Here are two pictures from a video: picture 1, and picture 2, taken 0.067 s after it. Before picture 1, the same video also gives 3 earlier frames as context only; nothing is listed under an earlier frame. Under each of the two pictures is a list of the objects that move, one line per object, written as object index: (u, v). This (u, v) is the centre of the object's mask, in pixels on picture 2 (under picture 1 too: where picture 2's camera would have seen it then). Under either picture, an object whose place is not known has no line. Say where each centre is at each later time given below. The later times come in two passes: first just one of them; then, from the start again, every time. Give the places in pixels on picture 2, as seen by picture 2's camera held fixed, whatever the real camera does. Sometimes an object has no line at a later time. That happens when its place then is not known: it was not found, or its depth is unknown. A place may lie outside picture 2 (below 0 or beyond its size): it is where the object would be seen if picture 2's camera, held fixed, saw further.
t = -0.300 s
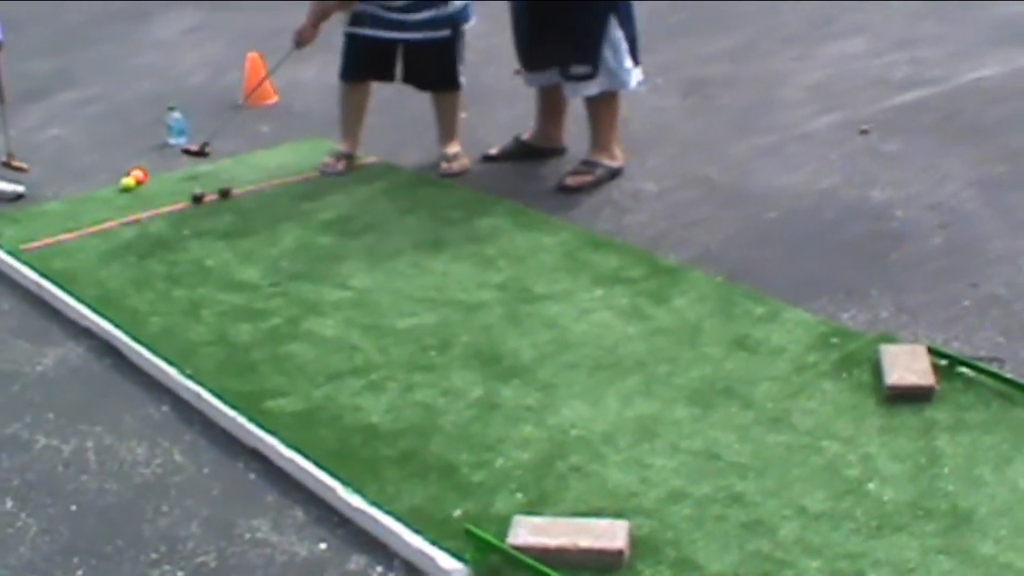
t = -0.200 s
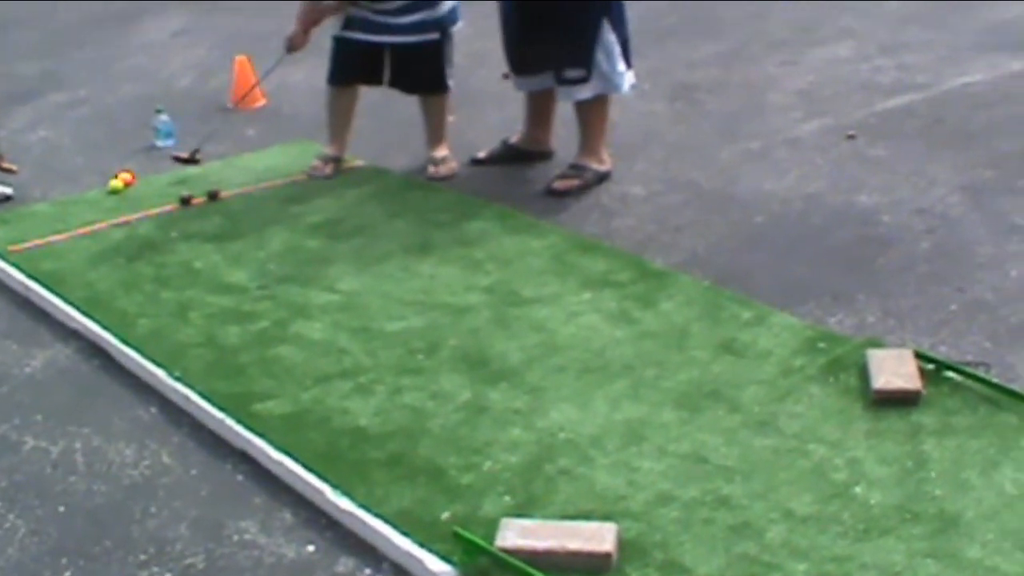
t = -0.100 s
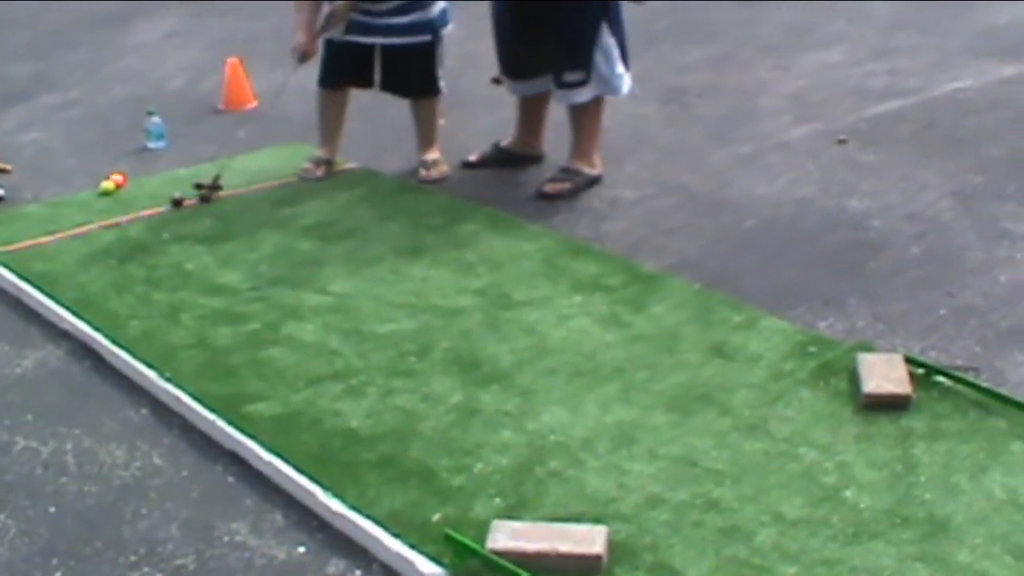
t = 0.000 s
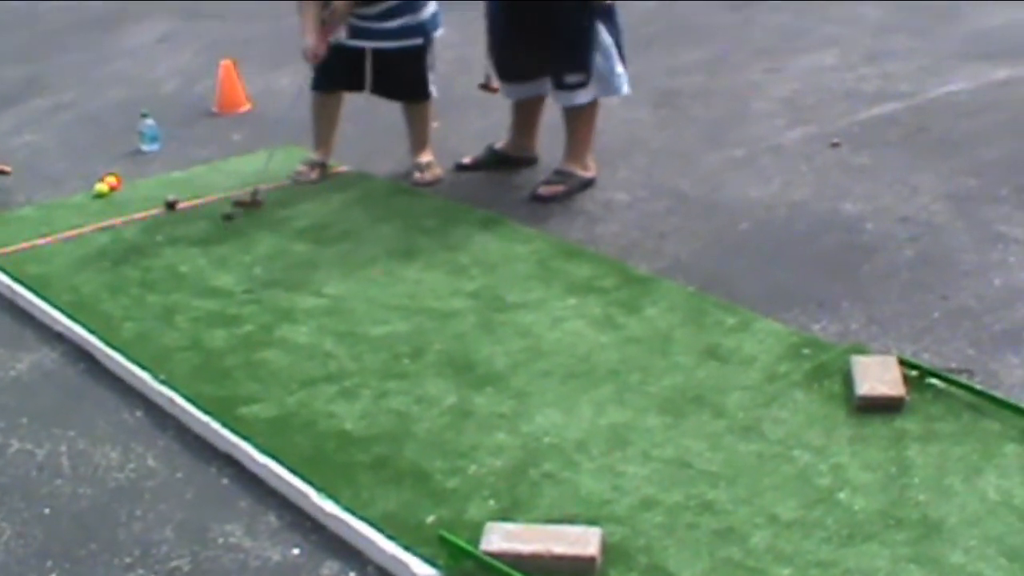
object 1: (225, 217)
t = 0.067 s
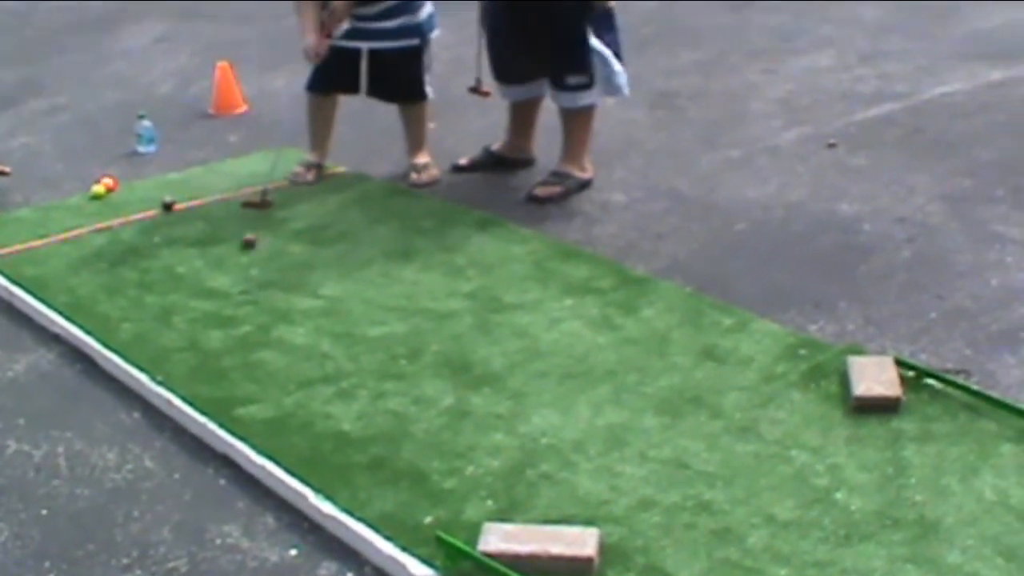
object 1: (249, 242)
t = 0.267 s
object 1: (327, 294)
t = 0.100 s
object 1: (260, 245)
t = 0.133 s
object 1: (273, 256)
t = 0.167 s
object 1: (285, 270)
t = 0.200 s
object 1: (299, 278)
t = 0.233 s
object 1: (312, 284)
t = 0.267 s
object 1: (327, 294)
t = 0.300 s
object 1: (342, 310)
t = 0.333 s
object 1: (358, 323)
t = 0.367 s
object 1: (375, 335)
